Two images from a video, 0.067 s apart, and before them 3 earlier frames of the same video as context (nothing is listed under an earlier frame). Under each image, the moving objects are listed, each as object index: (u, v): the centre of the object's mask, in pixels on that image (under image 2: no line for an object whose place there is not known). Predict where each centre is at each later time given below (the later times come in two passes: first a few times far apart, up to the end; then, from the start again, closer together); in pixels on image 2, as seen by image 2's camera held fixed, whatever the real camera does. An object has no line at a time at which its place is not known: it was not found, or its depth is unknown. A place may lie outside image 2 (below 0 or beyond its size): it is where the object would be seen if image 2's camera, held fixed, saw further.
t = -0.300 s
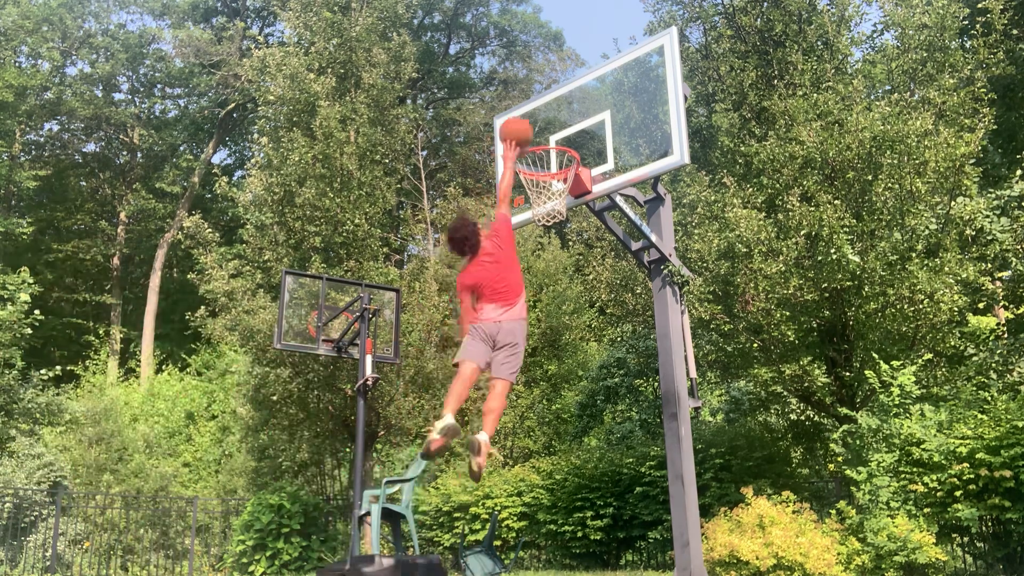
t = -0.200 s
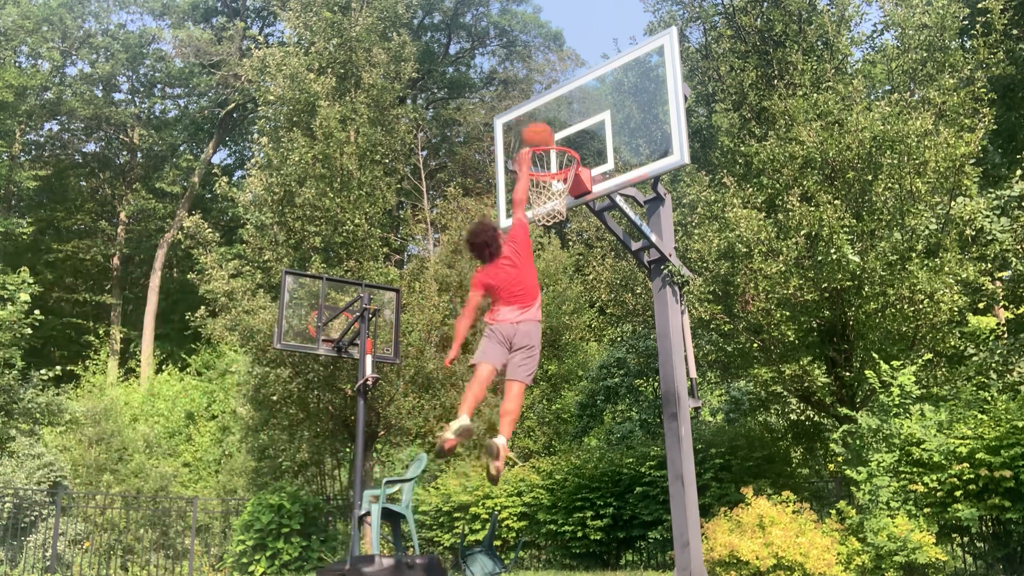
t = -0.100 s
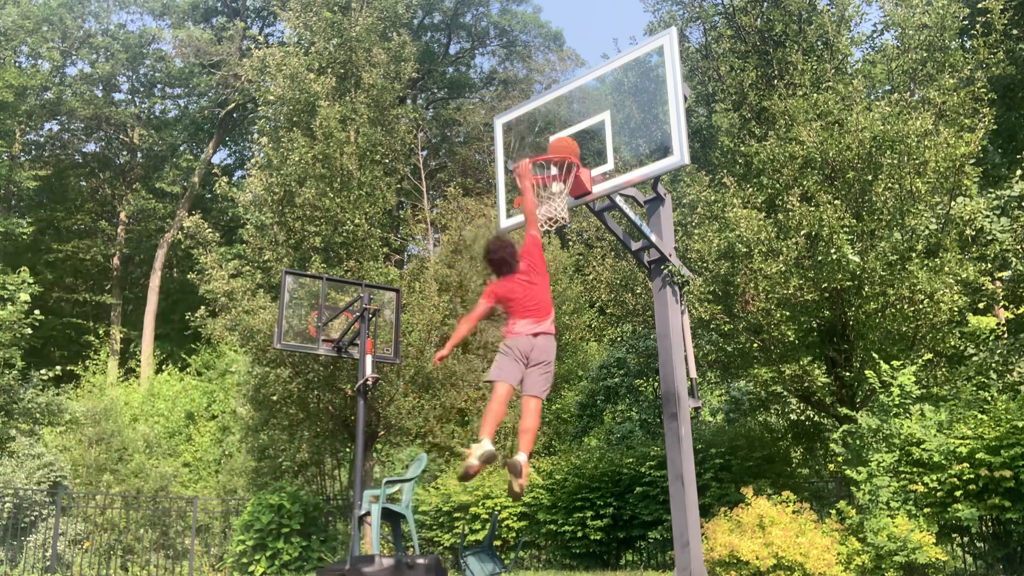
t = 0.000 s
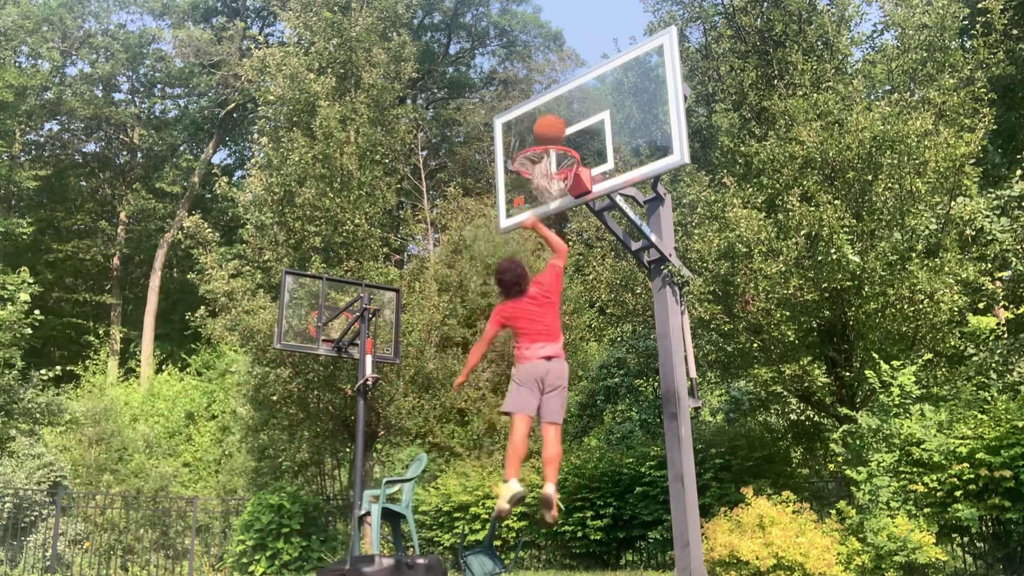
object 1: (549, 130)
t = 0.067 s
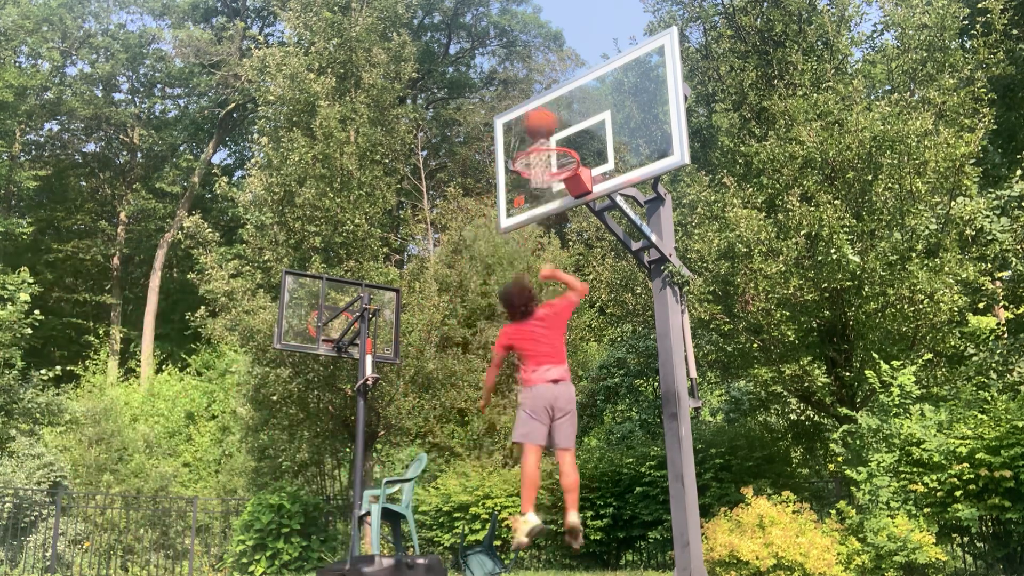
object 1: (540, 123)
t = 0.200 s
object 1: (522, 124)
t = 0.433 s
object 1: (490, 148)
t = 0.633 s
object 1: (462, 195)
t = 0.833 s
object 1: (432, 301)
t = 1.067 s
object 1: (391, 516)
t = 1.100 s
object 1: (386, 556)
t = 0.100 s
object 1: (536, 122)
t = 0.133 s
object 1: (531, 121)
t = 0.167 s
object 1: (527, 122)
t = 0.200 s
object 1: (522, 124)
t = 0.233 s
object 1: (518, 128)
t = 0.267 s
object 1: (513, 134)
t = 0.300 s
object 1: (509, 140)
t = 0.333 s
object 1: (505, 143)
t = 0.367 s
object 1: (500, 144)
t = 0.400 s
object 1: (495, 145)
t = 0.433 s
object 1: (490, 148)
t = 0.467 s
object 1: (485, 152)
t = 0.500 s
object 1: (481, 158)
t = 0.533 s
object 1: (477, 164)
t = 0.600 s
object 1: (467, 184)
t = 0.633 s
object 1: (462, 195)
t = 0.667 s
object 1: (457, 209)
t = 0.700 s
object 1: (452, 223)
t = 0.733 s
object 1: (447, 240)
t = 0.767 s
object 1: (443, 259)
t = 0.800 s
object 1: (437, 279)
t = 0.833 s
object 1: (432, 301)
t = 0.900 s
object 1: (421, 351)
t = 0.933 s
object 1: (416, 378)
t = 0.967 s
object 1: (410, 409)
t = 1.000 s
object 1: (404, 442)
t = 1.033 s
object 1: (398, 477)
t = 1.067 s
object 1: (391, 516)
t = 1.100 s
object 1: (386, 556)
